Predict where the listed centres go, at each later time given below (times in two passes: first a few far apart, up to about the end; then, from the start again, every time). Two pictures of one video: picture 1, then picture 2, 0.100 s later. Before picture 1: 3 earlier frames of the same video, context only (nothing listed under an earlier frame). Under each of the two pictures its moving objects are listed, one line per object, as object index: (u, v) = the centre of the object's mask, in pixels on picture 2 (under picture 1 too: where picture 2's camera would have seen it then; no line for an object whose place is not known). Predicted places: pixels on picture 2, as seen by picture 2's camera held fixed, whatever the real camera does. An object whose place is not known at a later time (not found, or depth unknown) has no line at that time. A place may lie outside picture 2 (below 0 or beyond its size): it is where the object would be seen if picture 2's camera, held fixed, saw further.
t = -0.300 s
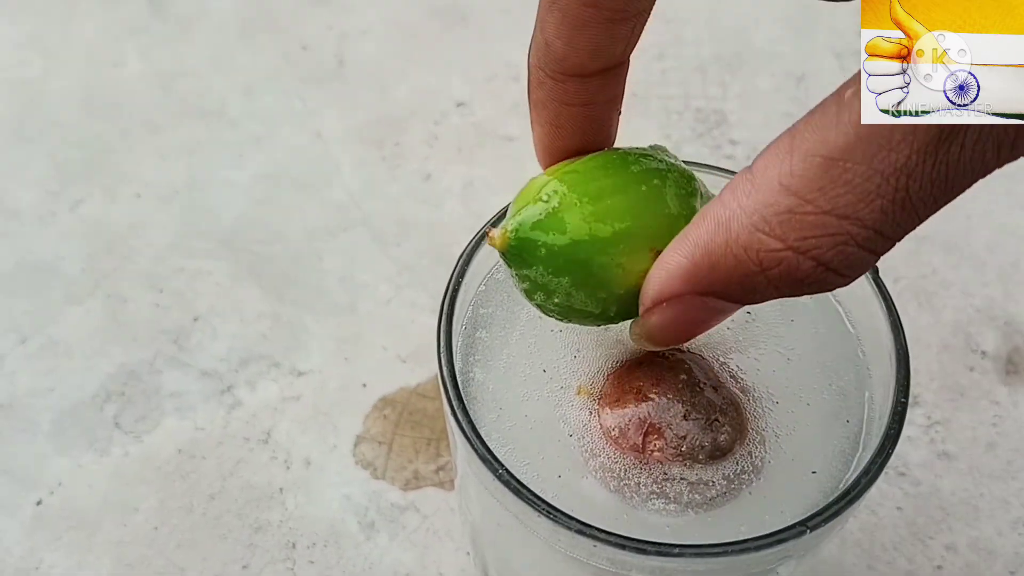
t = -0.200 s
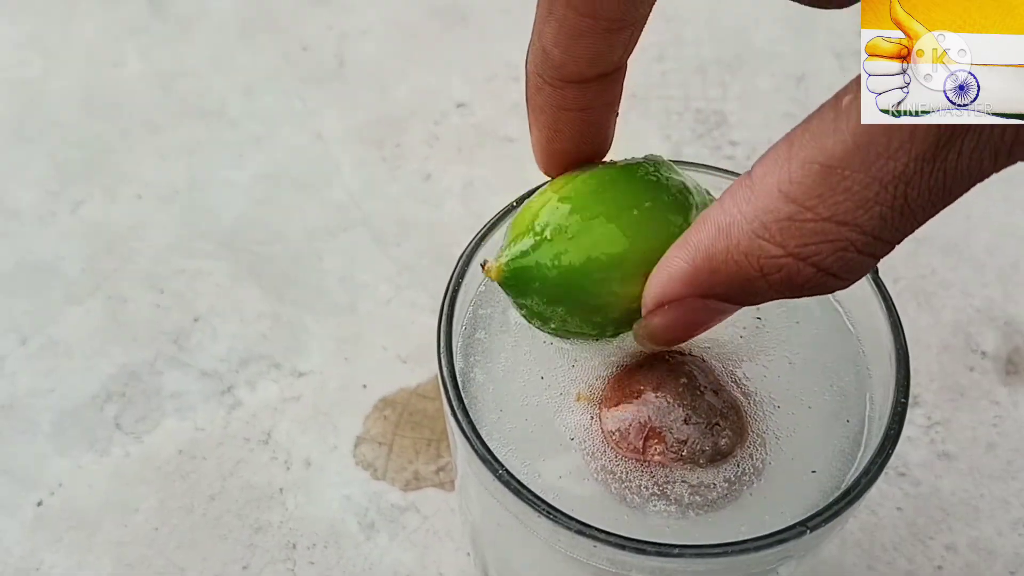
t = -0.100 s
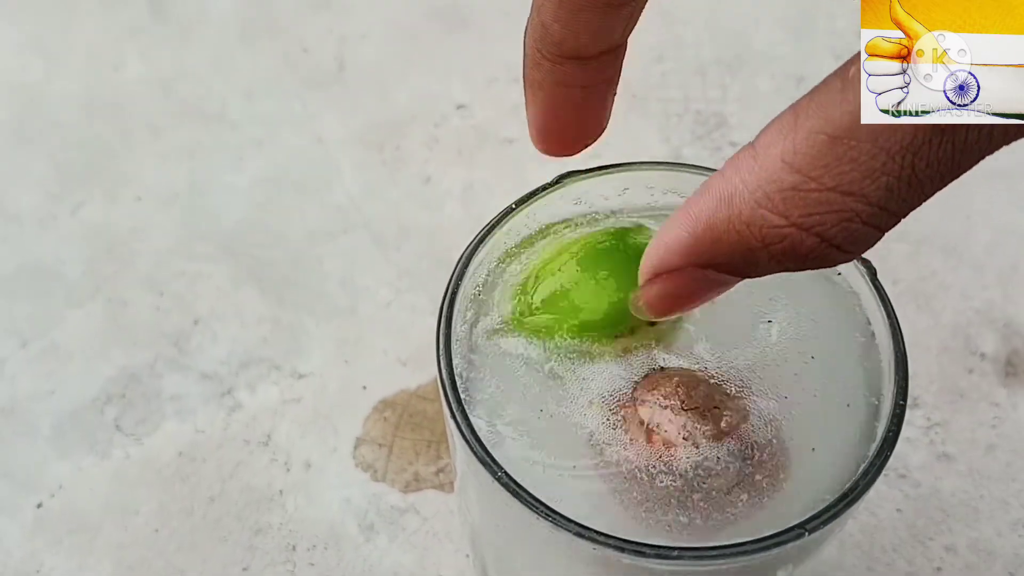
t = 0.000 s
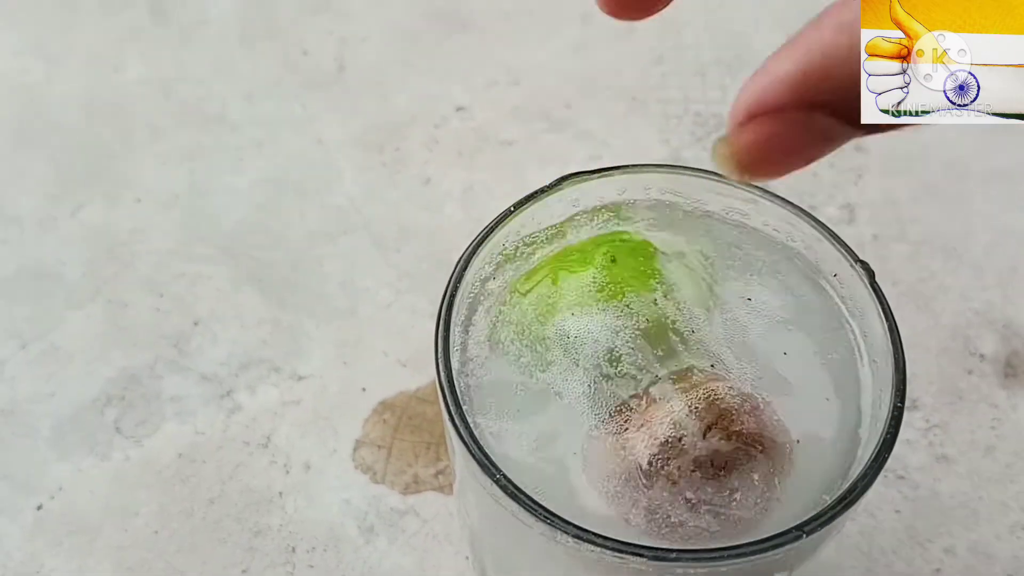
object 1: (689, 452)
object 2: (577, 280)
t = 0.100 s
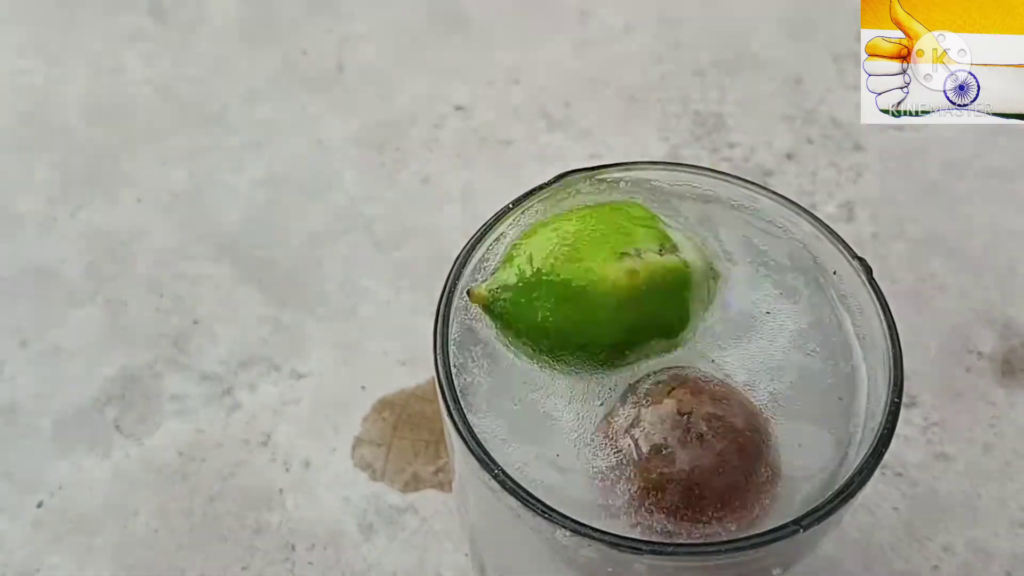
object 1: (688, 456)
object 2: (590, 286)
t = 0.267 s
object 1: (700, 468)
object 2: (601, 305)
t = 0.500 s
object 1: (719, 451)
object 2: (596, 302)
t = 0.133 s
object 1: (683, 458)
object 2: (594, 294)
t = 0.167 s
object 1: (691, 468)
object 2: (598, 304)
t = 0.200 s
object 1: (700, 472)
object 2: (602, 312)
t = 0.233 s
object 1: (703, 471)
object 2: (602, 311)
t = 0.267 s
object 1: (700, 468)
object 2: (601, 305)
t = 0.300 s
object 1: (710, 455)
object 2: (605, 297)
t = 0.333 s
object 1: (715, 457)
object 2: (600, 301)
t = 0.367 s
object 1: (712, 458)
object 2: (597, 304)
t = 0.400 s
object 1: (709, 454)
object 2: (595, 305)
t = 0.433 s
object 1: (712, 451)
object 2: (596, 304)
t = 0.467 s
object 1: (717, 451)
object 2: (597, 303)
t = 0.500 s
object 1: (719, 451)
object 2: (596, 302)
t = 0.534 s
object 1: (719, 451)
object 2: (592, 300)
